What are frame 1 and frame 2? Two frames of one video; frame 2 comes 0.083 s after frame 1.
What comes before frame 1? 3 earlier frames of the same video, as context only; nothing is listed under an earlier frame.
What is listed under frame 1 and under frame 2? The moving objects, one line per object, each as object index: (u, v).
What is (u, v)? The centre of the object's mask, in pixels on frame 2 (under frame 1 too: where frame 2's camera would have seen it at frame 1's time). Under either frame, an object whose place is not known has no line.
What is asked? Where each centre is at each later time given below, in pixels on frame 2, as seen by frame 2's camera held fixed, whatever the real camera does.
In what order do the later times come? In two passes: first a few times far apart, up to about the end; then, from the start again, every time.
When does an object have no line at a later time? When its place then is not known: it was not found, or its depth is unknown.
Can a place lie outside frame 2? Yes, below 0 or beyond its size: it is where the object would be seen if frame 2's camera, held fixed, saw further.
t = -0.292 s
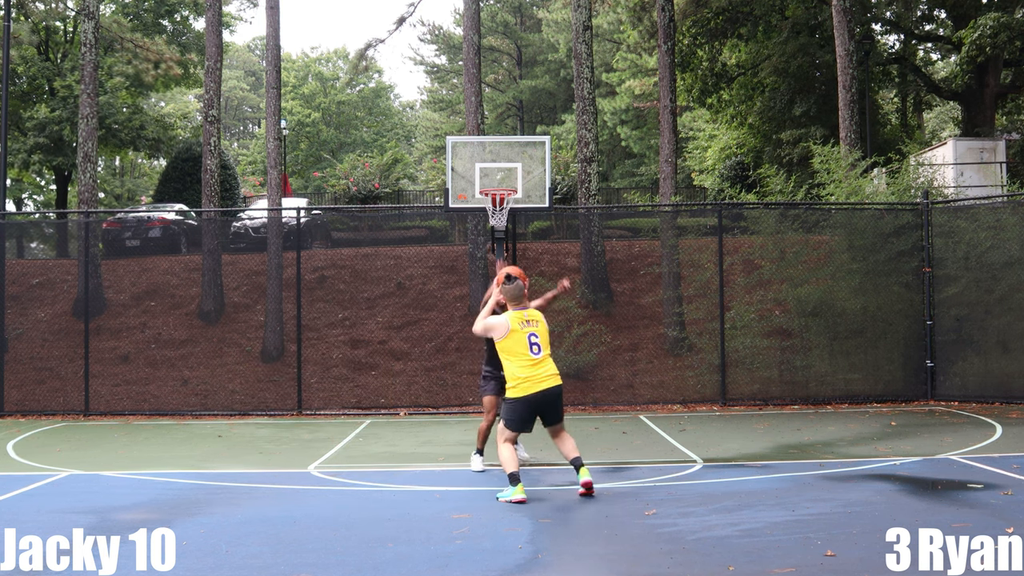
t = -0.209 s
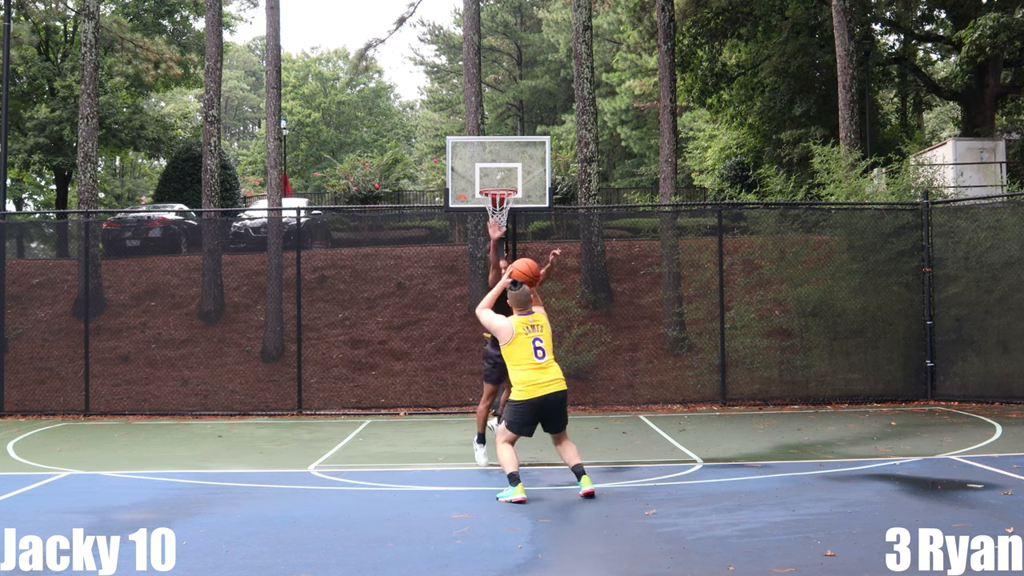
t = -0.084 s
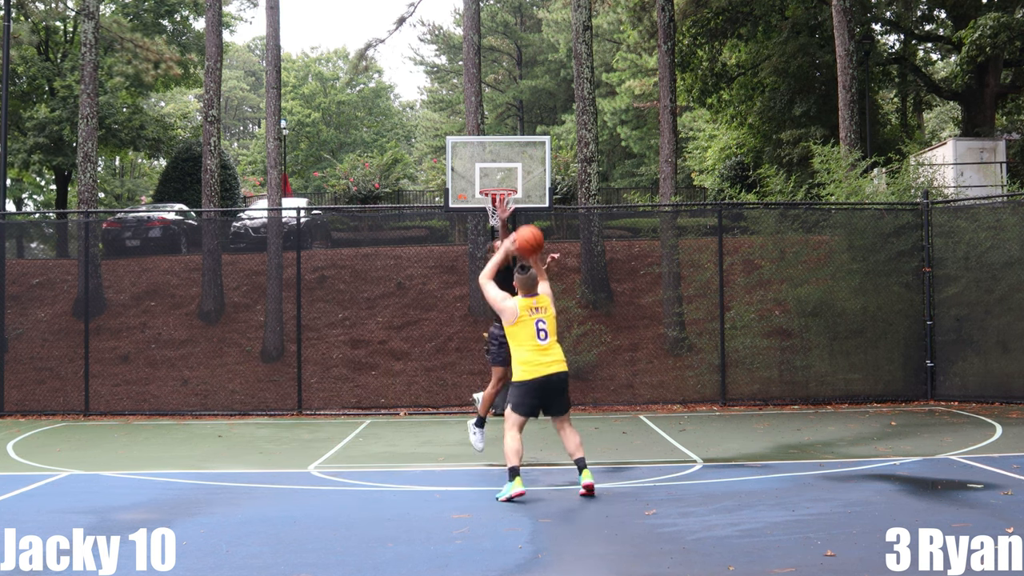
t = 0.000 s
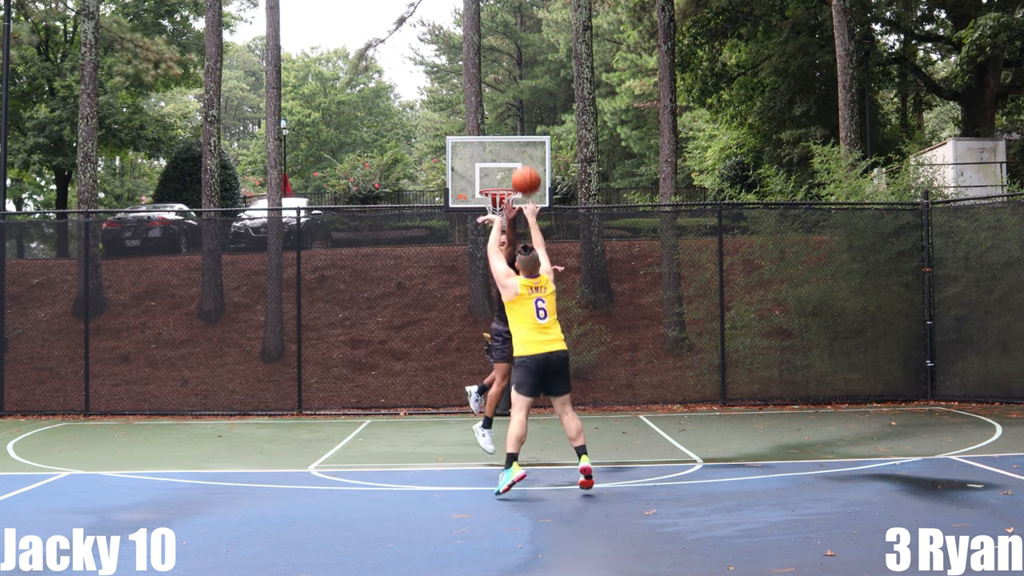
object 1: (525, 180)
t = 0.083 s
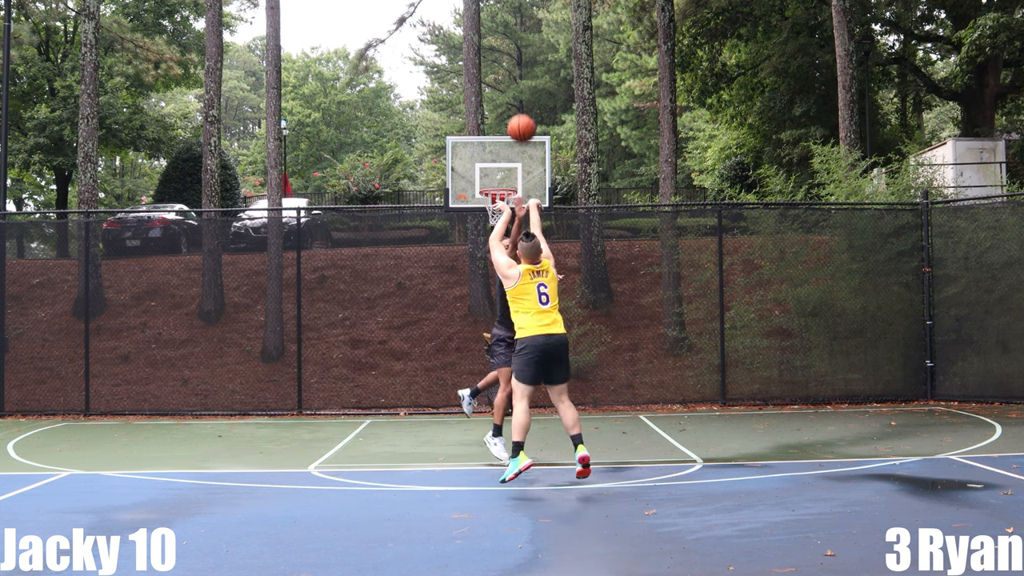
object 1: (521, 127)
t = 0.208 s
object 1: (516, 72)
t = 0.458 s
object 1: (507, 23)
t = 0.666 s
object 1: (503, 29)
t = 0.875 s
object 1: (499, 68)
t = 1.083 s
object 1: (496, 134)
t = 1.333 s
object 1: (495, 202)
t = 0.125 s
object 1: (519, 107)
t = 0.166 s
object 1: (517, 88)
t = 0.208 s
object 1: (516, 72)
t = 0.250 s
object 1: (514, 59)
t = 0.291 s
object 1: (512, 47)
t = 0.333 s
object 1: (511, 38)
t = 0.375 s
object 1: (510, 31)
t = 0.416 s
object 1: (508, 26)
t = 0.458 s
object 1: (507, 23)
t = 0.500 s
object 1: (506, 21)
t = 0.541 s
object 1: (506, 21)
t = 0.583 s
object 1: (505, 22)
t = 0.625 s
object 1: (504, 25)
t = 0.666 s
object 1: (503, 29)
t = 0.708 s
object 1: (502, 34)
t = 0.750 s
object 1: (501, 41)
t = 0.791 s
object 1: (501, 49)
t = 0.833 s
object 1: (500, 58)
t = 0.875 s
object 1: (499, 68)
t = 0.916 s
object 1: (499, 80)
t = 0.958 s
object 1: (498, 92)
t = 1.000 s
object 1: (497, 105)
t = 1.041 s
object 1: (497, 119)
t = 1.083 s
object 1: (496, 134)
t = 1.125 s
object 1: (496, 151)
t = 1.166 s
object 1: (495, 168)
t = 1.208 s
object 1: (495, 179)
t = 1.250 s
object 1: (494, 184)
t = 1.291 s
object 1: (493, 199)
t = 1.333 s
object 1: (495, 202)
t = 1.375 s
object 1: (496, 200)
